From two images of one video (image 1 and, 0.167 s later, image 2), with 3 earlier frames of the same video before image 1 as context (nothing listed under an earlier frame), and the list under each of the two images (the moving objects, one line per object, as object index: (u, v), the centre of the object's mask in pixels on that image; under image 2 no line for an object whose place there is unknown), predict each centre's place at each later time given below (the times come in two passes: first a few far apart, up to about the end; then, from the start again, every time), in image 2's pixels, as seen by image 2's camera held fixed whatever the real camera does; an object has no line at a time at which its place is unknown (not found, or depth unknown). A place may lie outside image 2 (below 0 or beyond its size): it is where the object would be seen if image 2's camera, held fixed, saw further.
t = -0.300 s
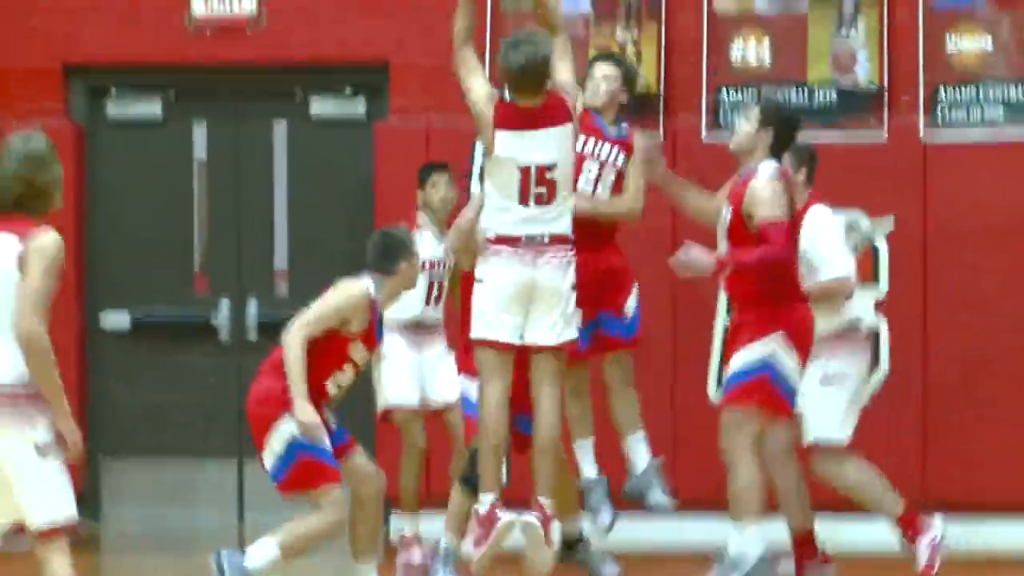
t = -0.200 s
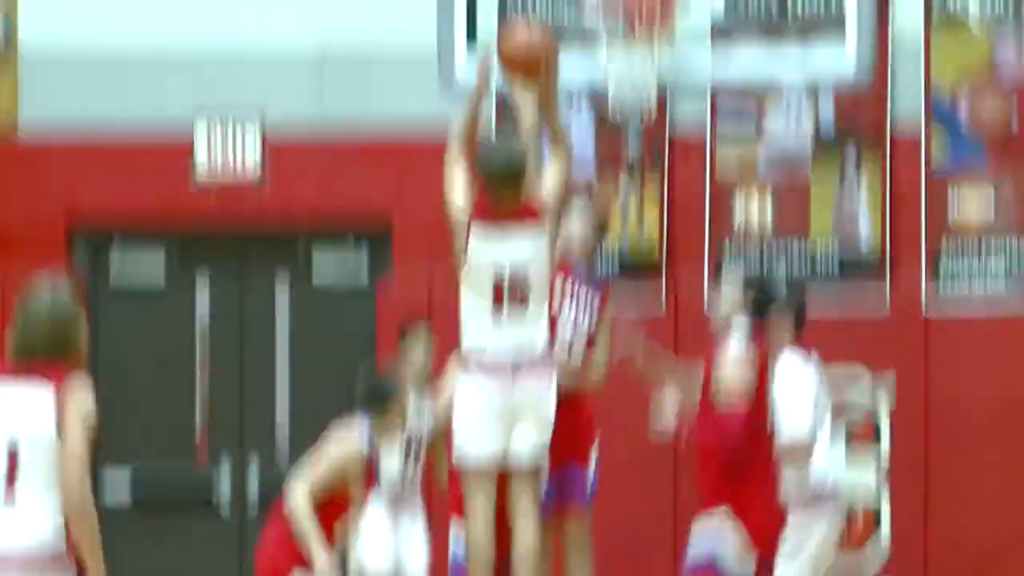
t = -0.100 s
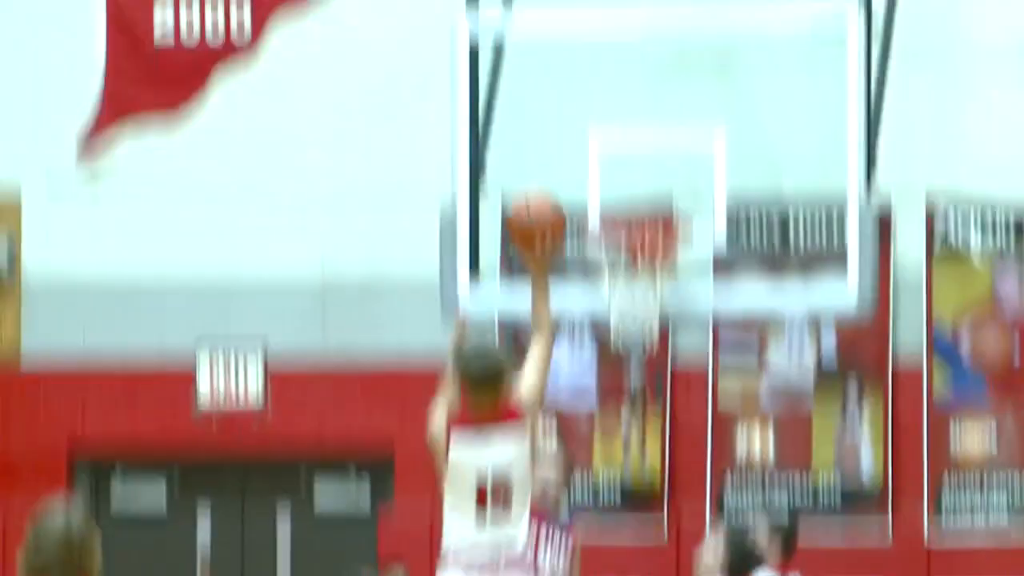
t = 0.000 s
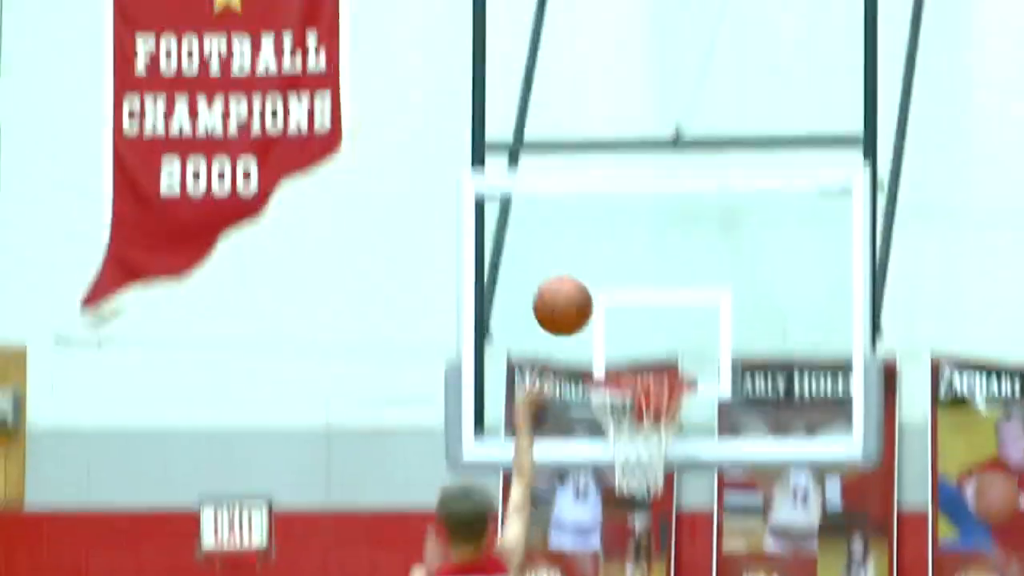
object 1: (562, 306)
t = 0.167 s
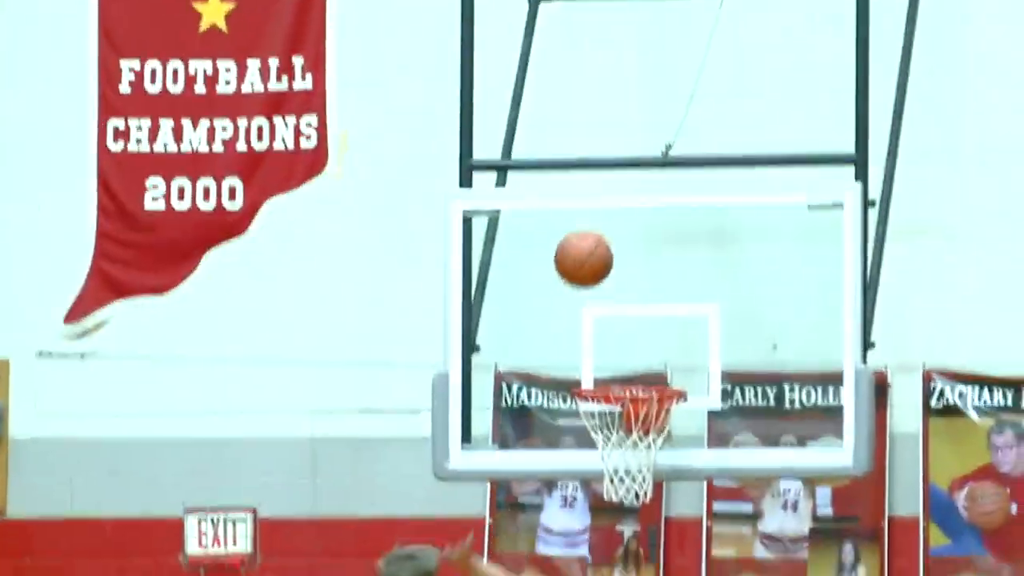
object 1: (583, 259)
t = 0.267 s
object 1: (601, 257)
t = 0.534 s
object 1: (645, 353)
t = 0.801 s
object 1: (638, 314)
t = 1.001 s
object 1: (628, 368)
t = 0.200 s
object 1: (589, 256)
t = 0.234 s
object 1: (595, 255)
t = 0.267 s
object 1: (601, 257)
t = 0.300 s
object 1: (606, 260)
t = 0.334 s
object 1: (612, 266)
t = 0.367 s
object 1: (618, 275)
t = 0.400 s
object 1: (623, 286)
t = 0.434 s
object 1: (629, 299)
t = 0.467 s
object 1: (634, 315)
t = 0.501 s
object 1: (639, 334)
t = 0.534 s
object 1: (645, 353)
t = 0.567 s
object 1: (649, 363)
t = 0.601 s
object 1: (647, 351)
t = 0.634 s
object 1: (646, 339)
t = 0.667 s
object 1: (644, 329)
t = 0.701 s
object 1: (643, 322)
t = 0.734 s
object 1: (641, 317)
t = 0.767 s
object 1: (640, 315)
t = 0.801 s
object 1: (638, 314)
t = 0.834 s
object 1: (636, 317)
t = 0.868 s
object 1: (635, 322)
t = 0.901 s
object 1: (634, 330)
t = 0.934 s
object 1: (632, 340)
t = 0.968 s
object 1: (630, 353)
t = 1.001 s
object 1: (628, 368)
